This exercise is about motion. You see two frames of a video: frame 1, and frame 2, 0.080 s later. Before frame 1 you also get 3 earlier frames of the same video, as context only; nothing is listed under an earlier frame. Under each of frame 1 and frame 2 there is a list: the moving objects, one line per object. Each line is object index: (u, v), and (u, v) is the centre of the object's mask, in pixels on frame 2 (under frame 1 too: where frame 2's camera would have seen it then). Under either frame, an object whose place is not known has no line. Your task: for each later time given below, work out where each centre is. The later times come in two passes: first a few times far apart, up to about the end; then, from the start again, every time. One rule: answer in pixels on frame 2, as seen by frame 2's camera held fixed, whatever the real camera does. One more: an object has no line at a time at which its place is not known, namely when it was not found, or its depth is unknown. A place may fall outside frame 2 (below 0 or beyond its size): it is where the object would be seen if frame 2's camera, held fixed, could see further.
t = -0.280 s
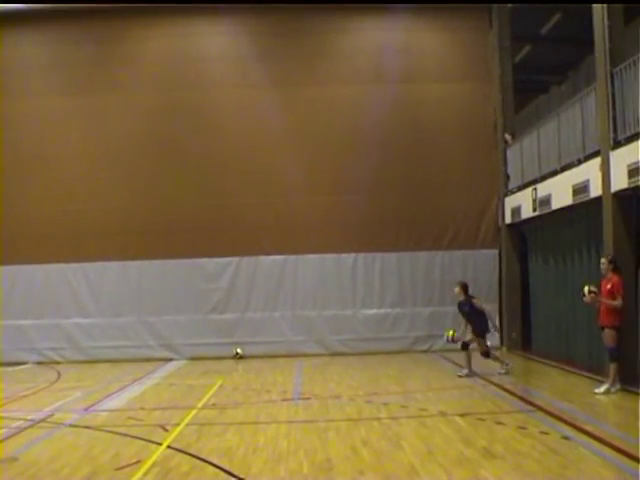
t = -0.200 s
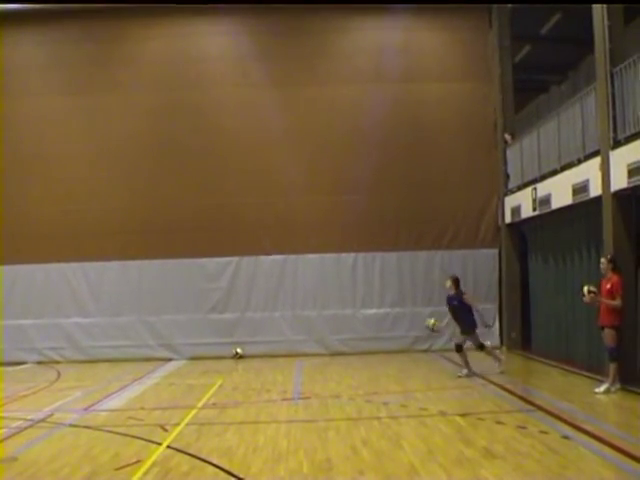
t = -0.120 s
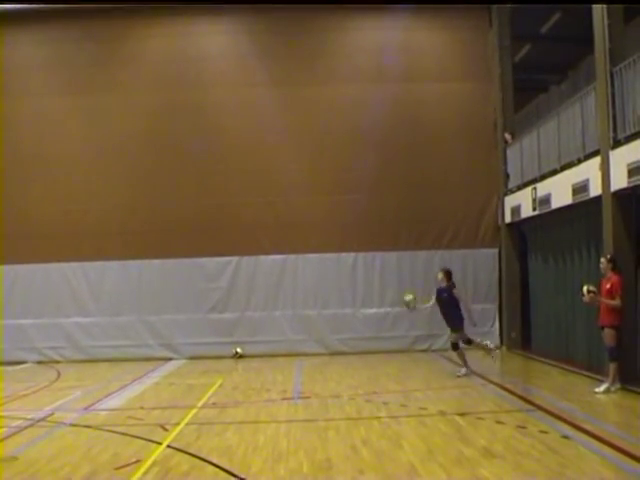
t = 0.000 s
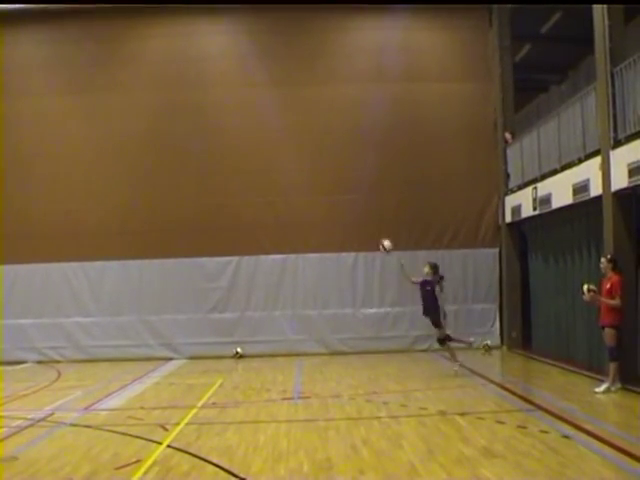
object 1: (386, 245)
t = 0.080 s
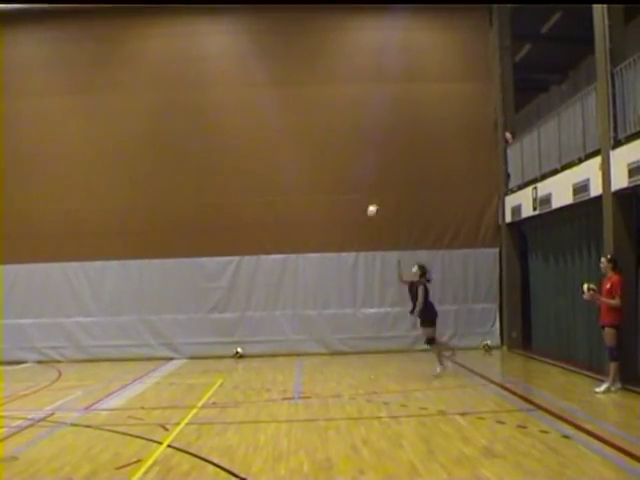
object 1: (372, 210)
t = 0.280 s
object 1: (345, 143)
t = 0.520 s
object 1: (311, 99)
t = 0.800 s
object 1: (273, 95)
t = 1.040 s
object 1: (240, 133)
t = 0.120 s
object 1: (367, 196)
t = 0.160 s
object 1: (362, 181)
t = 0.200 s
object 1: (356, 168)
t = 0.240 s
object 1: (350, 155)
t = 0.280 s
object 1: (345, 143)
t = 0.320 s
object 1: (338, 133)
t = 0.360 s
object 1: (332, 125)
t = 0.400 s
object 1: (327, 117)
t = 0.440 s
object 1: (322, 111)
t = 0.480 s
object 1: (316, 104)
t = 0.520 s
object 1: (311, 99)
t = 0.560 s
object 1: (305, 95)
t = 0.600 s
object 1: (299, 93)
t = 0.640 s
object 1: (293, 92)
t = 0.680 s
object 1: (288, 92)
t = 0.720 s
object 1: (282, 91)
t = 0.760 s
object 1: (277, 93)
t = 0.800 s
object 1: (273, 95)
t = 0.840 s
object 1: (266, 98)
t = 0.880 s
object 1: (261, 104)
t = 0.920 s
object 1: (256, 111)
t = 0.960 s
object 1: (251, 116)
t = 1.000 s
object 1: (245, 123)
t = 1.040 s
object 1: (240, 133)
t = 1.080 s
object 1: (237, 142)
